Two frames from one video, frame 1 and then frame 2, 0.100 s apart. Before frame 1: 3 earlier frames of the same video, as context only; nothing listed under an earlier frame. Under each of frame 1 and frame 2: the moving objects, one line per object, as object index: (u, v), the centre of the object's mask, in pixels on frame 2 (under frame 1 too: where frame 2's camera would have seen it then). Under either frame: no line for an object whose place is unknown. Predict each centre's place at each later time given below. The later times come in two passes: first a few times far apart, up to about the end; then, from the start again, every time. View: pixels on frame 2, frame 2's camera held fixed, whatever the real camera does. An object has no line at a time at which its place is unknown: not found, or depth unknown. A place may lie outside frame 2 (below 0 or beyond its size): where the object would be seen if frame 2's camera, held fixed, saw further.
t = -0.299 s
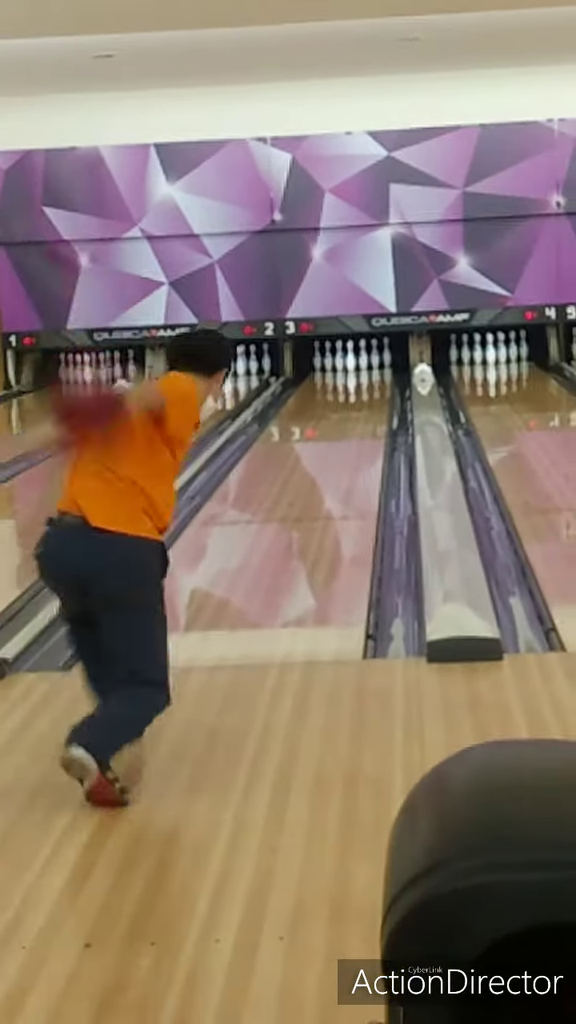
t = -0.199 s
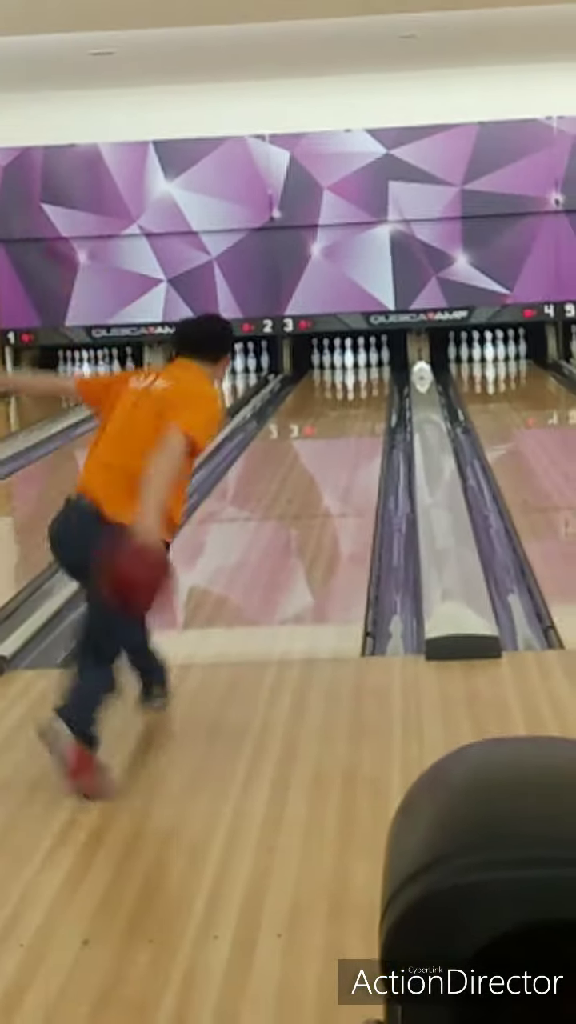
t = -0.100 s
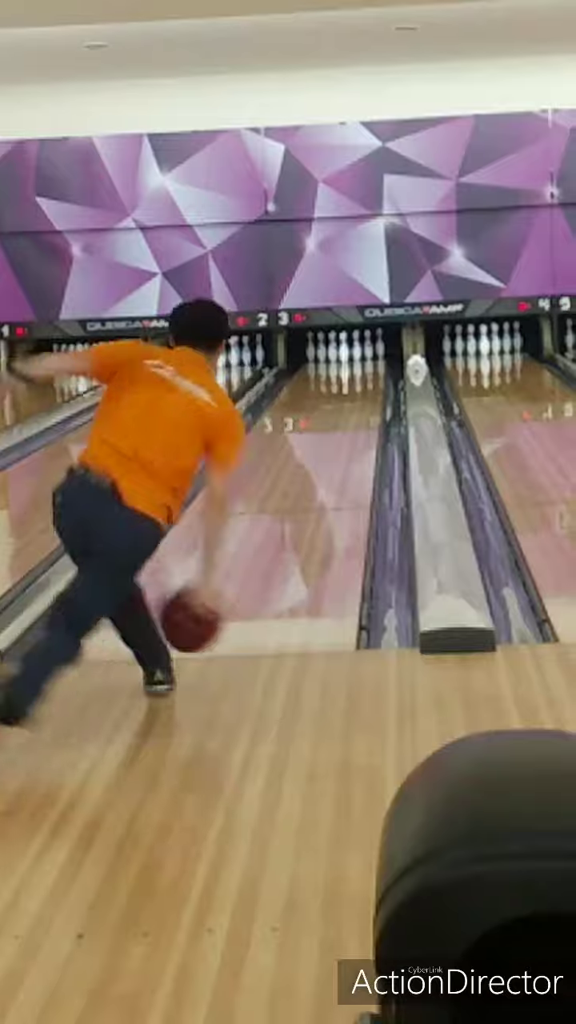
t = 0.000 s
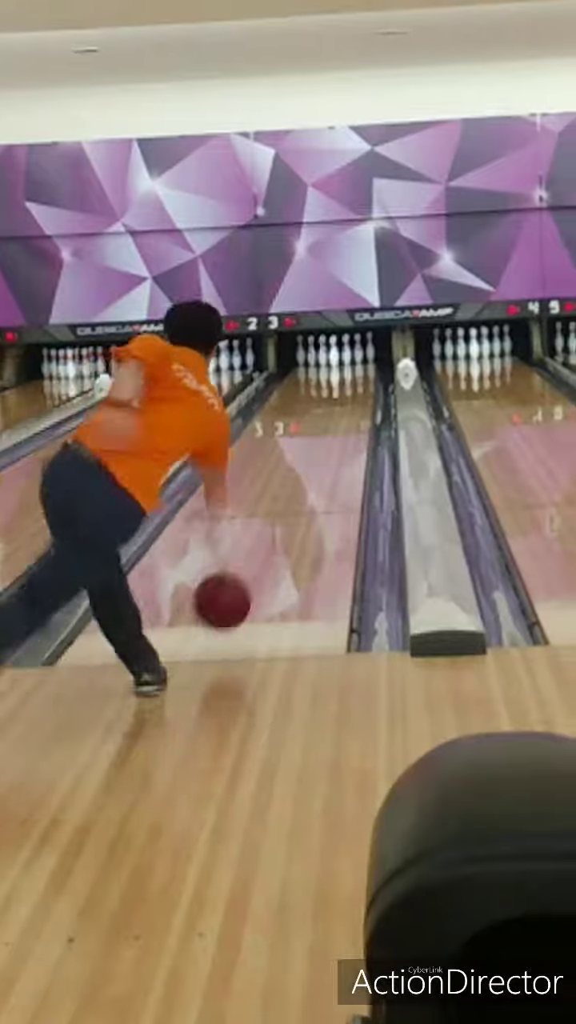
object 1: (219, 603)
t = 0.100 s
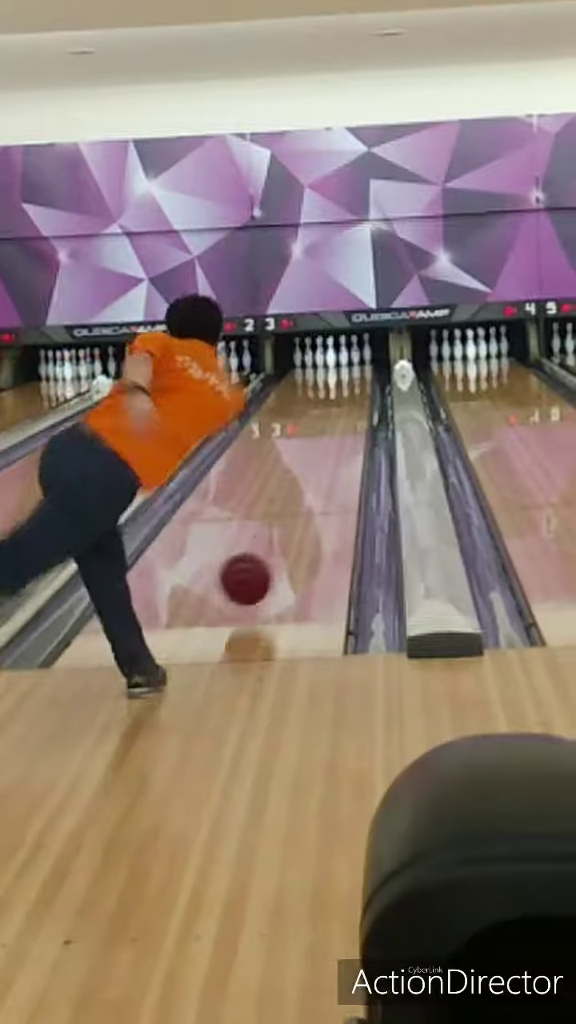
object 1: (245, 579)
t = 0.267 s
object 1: (279, 542)
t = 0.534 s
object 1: (314, 487)
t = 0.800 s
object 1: (337, 450)
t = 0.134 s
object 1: (253, 577)
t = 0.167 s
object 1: (260, 567)
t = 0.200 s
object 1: (267, 557)
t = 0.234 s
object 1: (273, 551)
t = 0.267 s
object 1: (279, 542)
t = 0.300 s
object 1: (284, 535)
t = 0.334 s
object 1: (289, 527)
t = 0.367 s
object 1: (294, 519)
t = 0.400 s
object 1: (298, 513)
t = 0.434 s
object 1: (303, 505)
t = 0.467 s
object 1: (306, 499)
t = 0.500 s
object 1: (312, 493)
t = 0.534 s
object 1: (314, 487)
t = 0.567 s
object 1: (317, 482)
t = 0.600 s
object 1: (321, 476)
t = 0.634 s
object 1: (324, 472)
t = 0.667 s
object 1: (327, 467)
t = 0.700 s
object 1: (330, 462)
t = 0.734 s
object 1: (332, 458)
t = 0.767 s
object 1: (334, 454)
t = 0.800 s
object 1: (337, 450)
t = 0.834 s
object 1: (339, 447)
